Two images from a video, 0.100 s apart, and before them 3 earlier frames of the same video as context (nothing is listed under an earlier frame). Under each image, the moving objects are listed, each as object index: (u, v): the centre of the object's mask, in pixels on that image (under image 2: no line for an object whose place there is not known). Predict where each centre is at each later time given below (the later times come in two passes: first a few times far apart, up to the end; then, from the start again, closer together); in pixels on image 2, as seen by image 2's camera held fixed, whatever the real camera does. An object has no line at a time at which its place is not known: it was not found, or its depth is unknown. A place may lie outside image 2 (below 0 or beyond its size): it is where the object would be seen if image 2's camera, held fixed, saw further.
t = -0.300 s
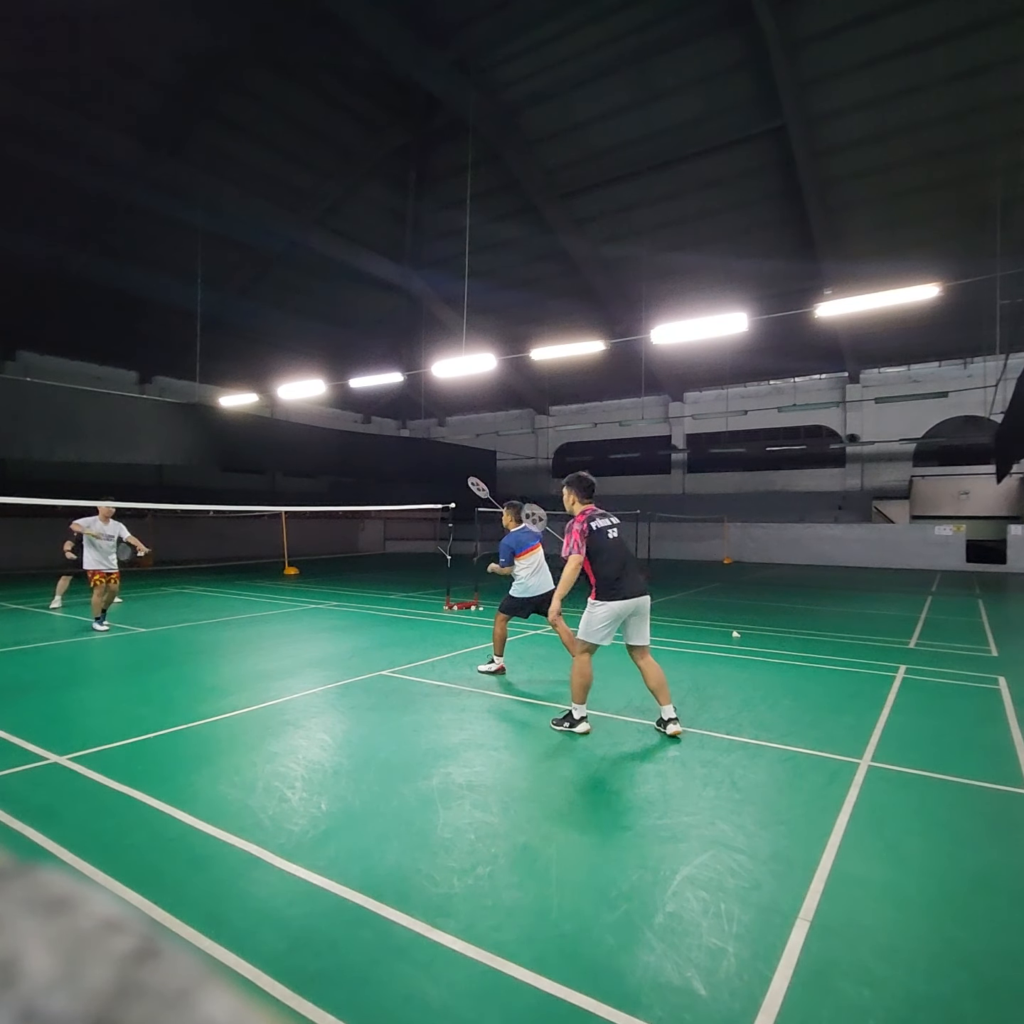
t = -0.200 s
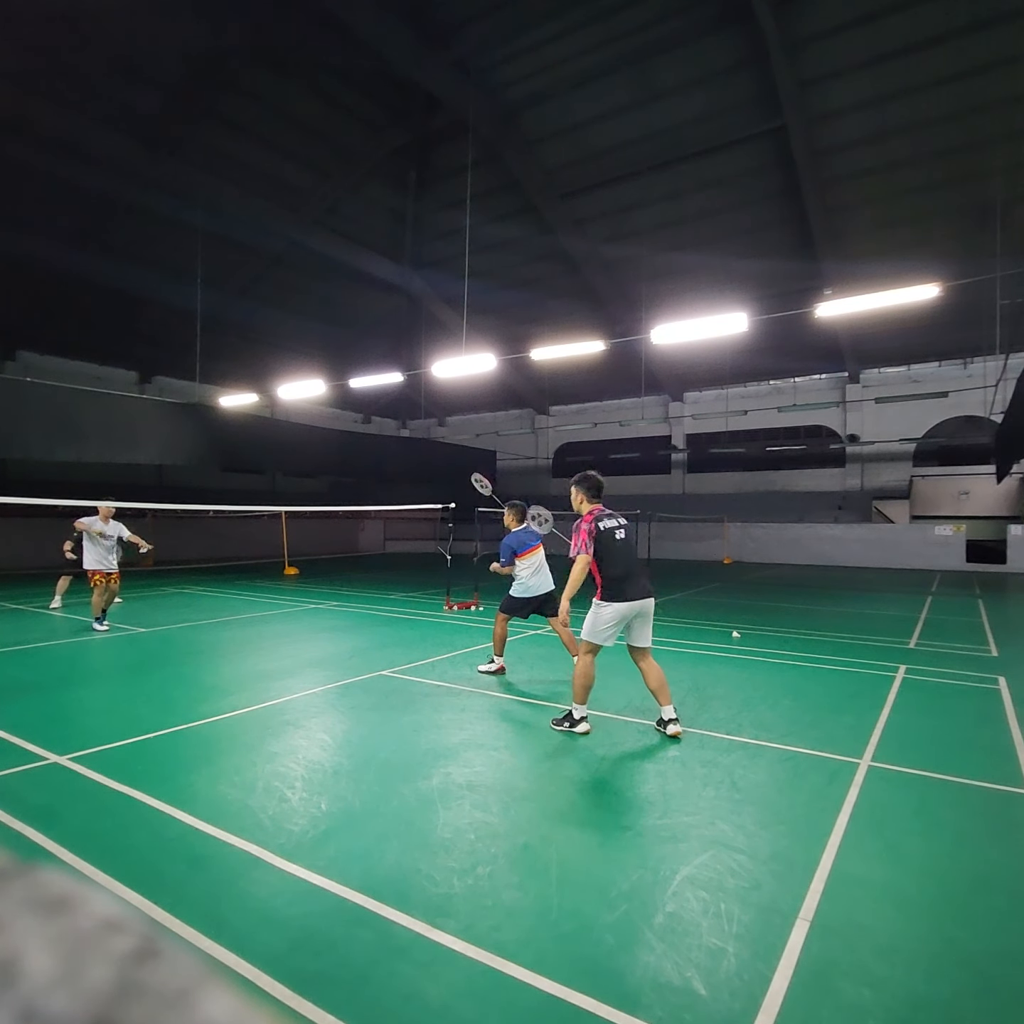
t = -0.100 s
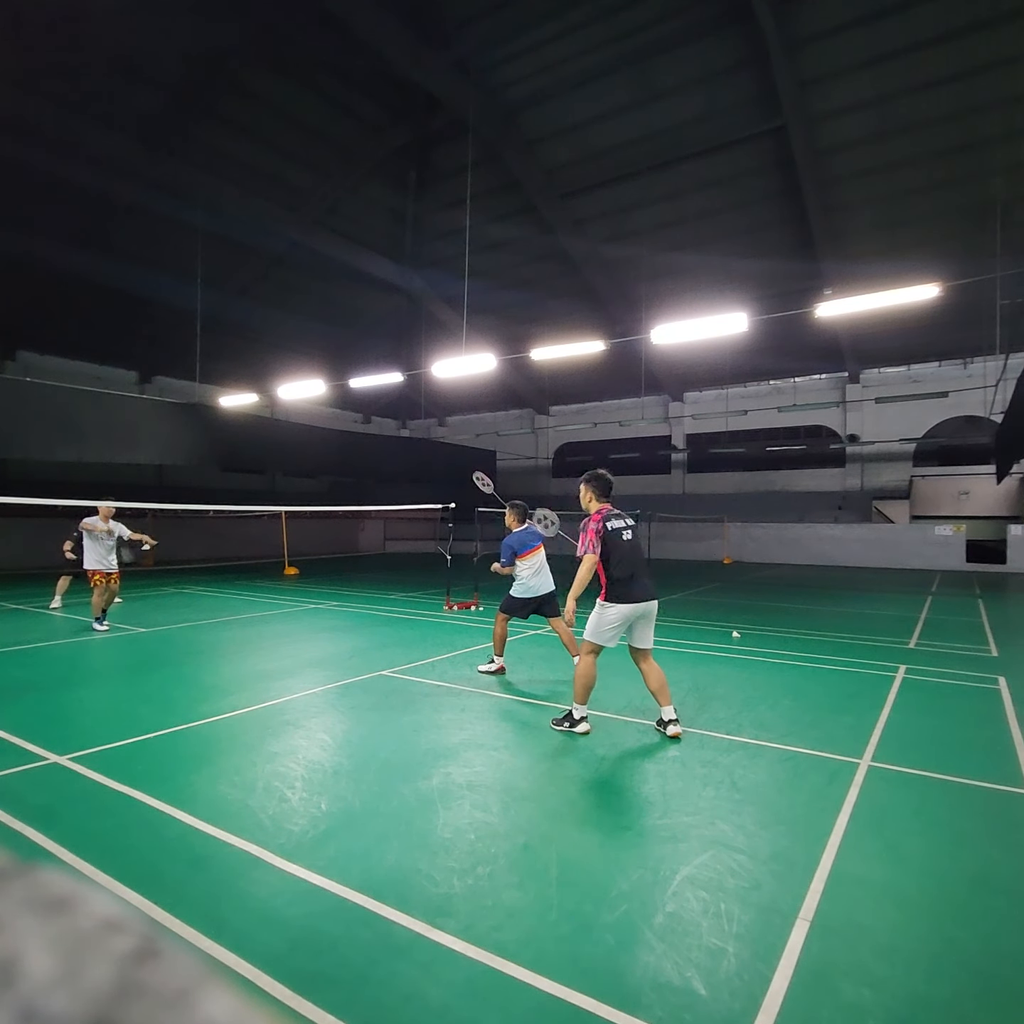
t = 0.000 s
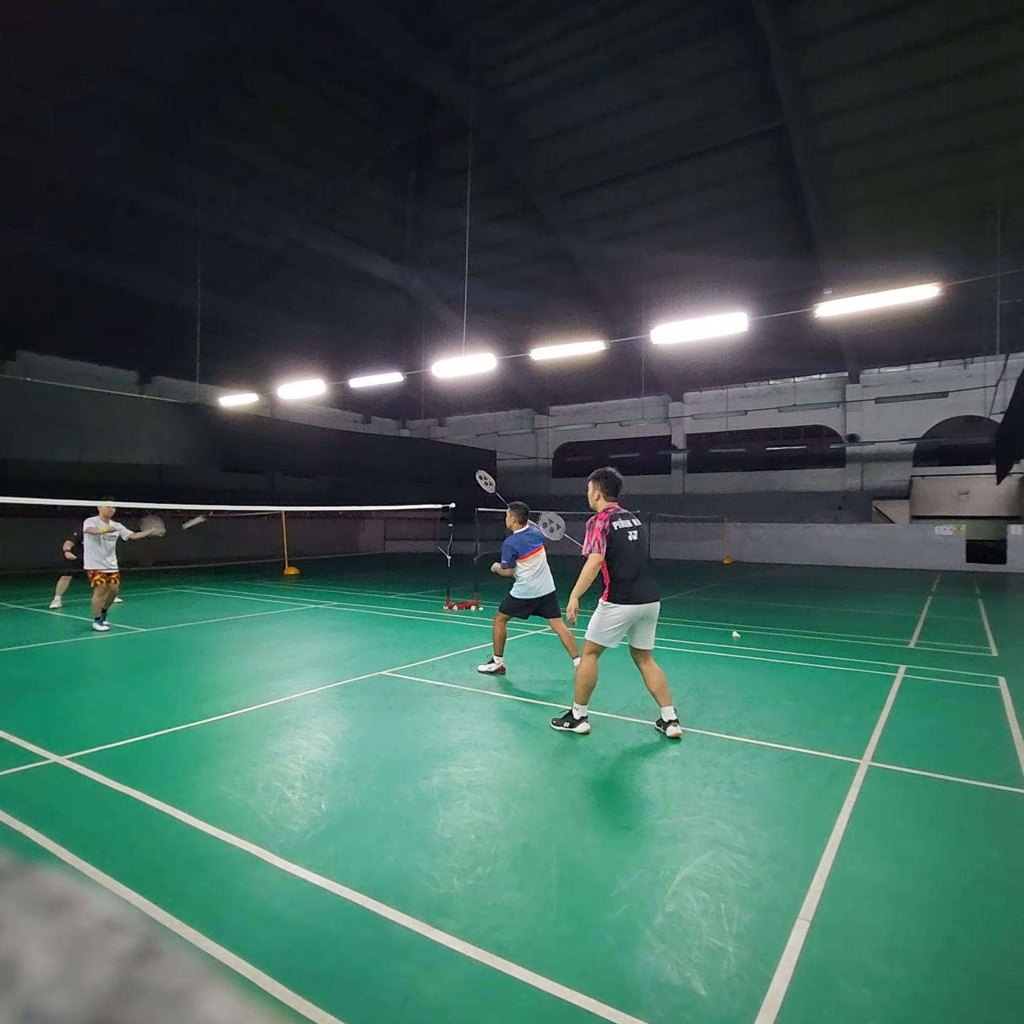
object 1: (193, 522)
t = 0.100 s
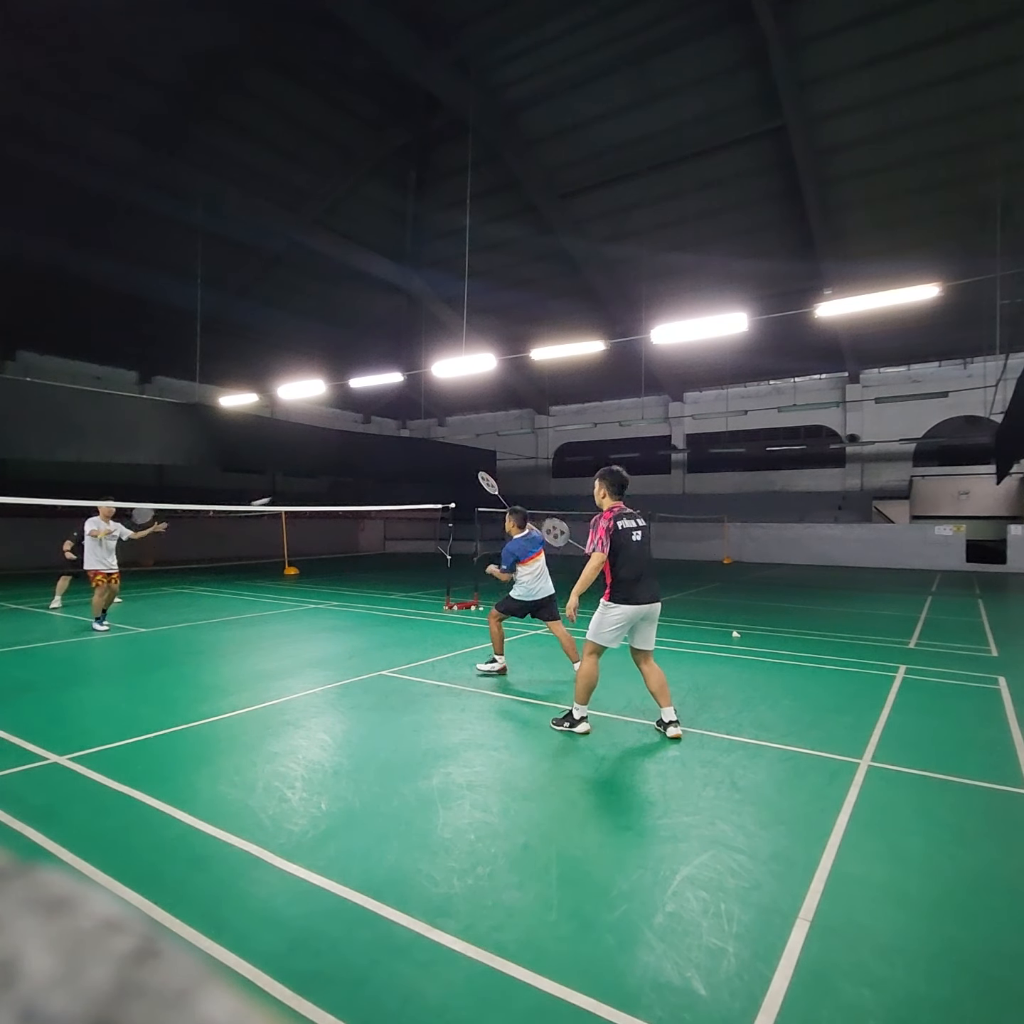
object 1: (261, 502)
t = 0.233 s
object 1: (331, 487)
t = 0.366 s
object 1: (390, 487)
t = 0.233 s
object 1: (331, 487)
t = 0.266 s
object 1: (347, 485)
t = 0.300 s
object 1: (362, 486)
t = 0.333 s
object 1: (377, 486)
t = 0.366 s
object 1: (390, 487)
